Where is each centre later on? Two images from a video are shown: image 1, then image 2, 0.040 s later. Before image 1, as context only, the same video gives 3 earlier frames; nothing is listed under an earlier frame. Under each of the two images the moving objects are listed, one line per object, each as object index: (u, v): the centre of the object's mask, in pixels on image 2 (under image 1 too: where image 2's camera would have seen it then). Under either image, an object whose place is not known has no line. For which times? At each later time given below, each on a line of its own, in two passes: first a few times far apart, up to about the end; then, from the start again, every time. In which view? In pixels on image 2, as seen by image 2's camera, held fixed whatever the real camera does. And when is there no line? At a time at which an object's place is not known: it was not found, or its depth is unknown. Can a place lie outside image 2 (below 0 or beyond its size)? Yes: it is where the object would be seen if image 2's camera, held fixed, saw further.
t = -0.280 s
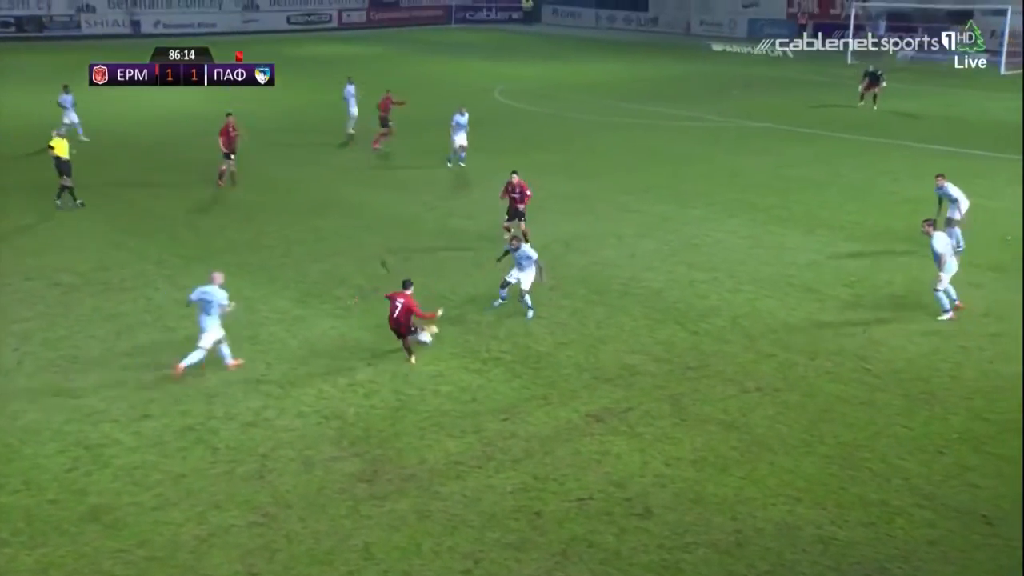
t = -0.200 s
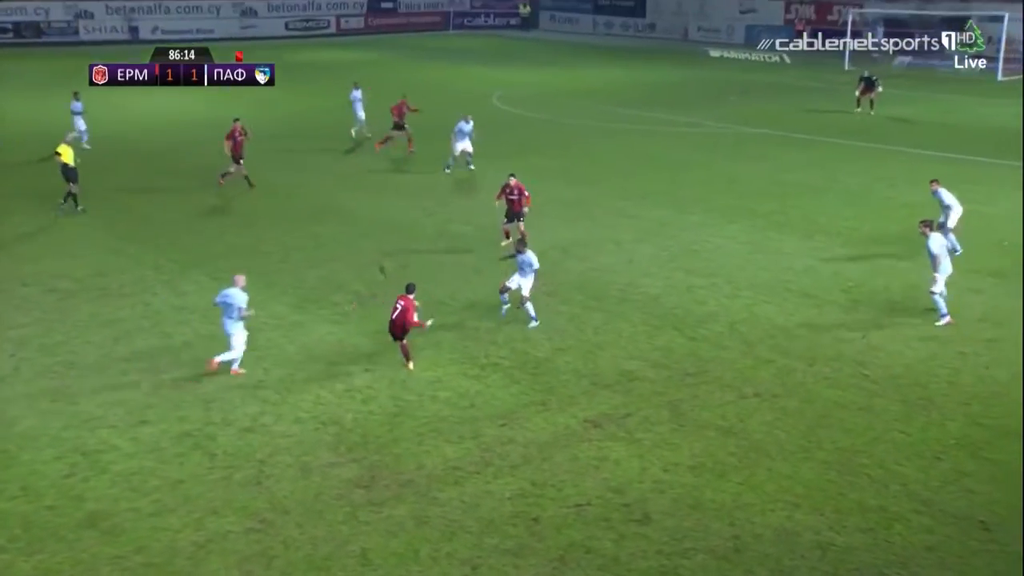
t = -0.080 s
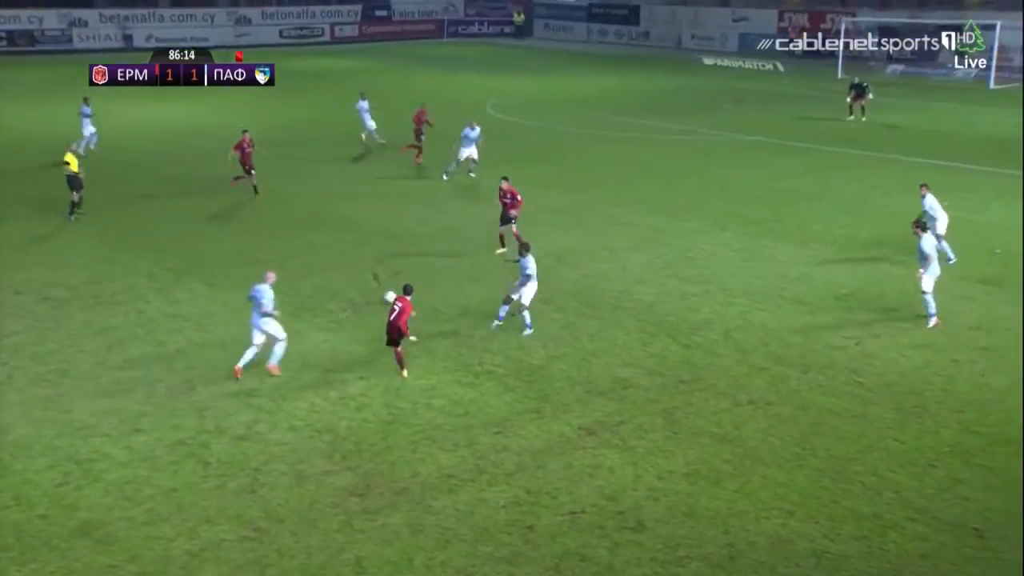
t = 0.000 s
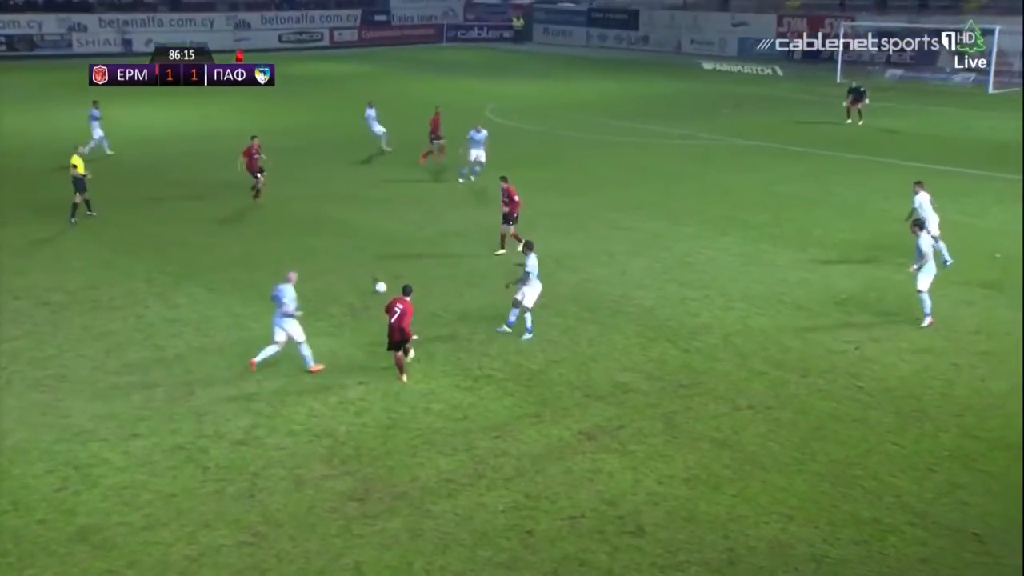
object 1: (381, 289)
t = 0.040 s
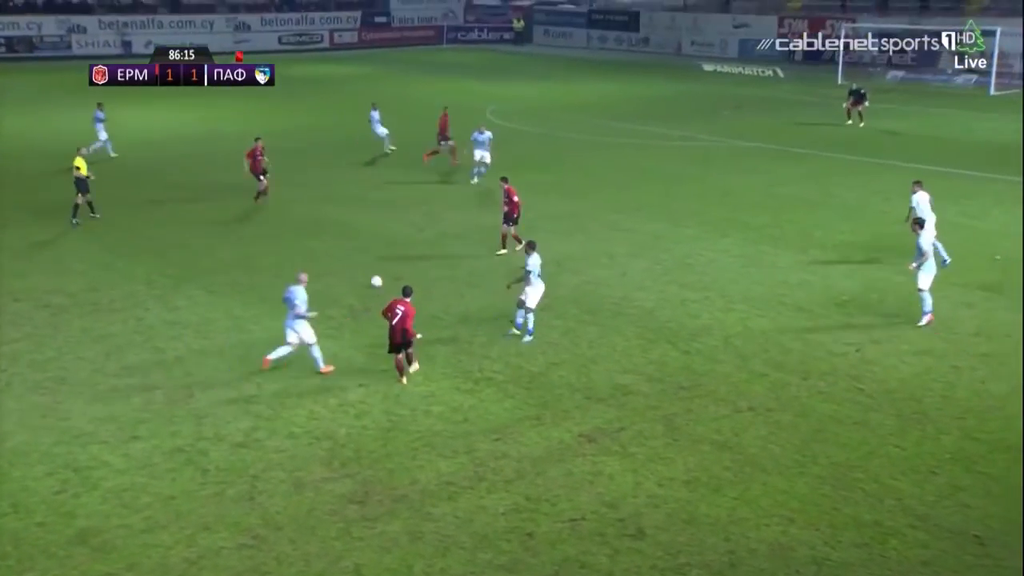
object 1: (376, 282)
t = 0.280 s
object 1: (352, 249)
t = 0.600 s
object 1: (330, 223)
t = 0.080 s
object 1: (372, 274)
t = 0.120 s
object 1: (368, 269)
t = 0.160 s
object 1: (364, 264)
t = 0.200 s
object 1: (359, 259)
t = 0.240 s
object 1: (356, 253)
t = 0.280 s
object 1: (352, 249)
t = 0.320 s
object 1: (349, 246)
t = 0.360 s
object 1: (346, 242)
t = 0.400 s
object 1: (343, 237)
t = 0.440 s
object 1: (340, 234)
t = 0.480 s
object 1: (338, 231)
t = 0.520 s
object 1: (335, 229)
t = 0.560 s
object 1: (333, 227)
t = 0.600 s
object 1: (330, 223)
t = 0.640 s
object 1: (328, 219)
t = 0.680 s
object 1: (325, 217)
